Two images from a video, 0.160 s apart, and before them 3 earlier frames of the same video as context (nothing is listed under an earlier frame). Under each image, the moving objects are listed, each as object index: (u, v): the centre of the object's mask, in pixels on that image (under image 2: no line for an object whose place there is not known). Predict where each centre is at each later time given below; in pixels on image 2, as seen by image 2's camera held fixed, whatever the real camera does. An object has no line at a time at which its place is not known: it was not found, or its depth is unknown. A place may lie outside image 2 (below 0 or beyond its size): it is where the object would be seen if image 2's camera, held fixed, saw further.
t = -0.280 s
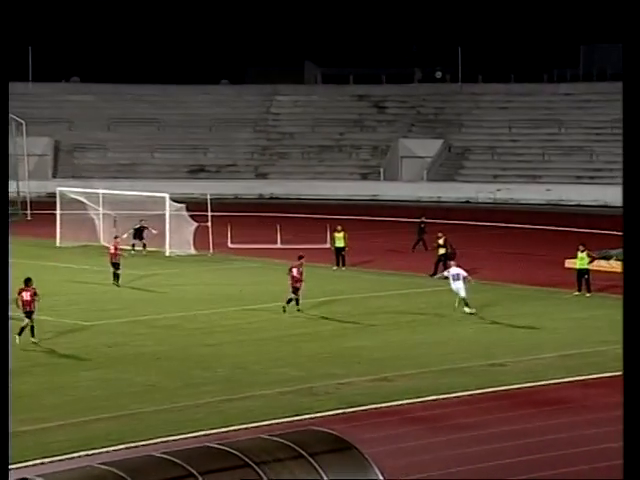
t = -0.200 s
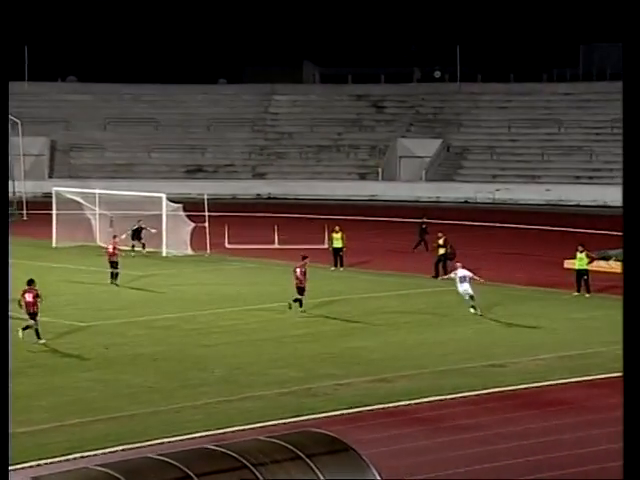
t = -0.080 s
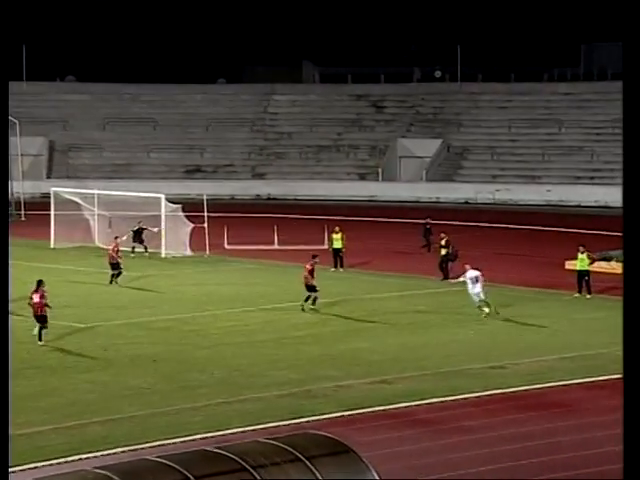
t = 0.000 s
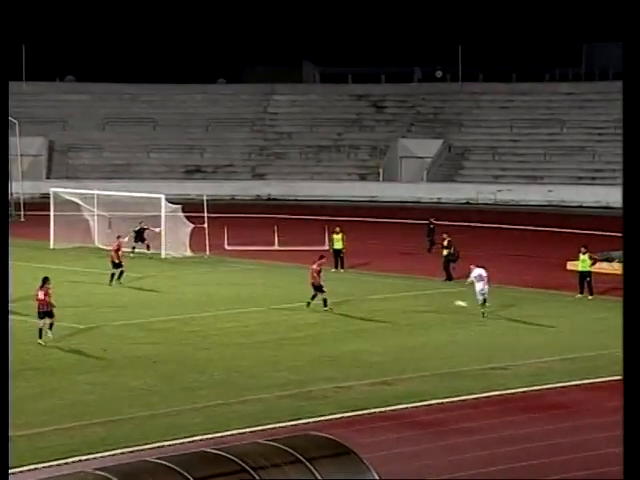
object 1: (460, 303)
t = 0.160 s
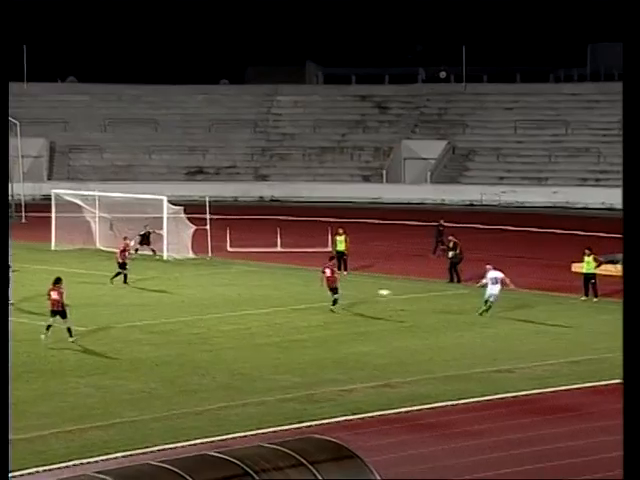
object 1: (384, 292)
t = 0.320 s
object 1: (308, 292)
